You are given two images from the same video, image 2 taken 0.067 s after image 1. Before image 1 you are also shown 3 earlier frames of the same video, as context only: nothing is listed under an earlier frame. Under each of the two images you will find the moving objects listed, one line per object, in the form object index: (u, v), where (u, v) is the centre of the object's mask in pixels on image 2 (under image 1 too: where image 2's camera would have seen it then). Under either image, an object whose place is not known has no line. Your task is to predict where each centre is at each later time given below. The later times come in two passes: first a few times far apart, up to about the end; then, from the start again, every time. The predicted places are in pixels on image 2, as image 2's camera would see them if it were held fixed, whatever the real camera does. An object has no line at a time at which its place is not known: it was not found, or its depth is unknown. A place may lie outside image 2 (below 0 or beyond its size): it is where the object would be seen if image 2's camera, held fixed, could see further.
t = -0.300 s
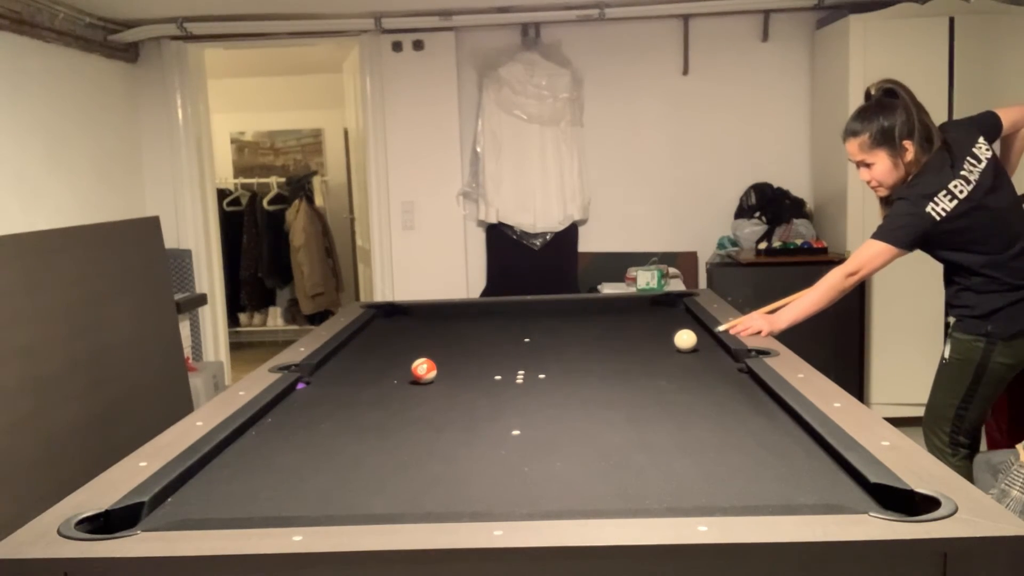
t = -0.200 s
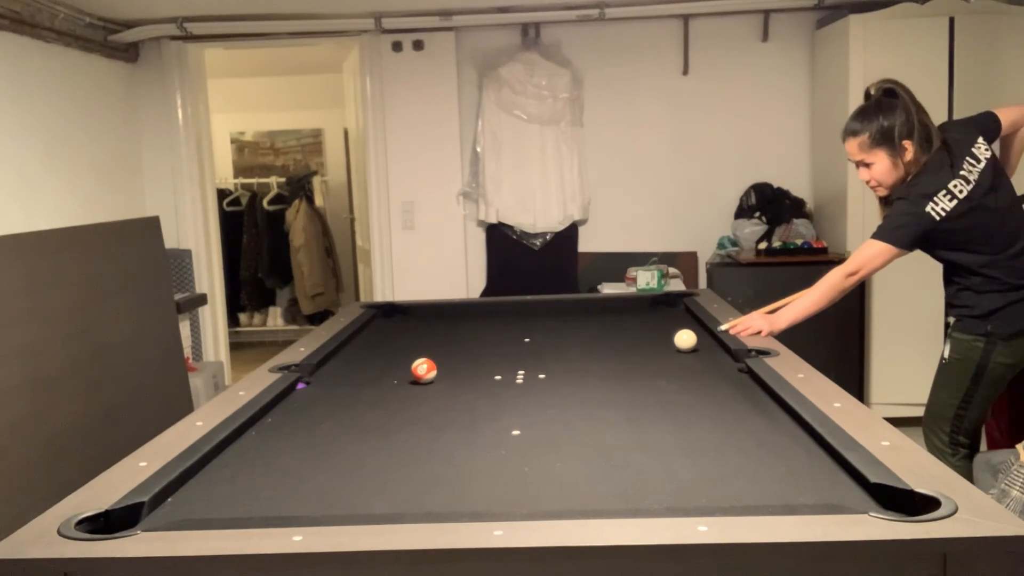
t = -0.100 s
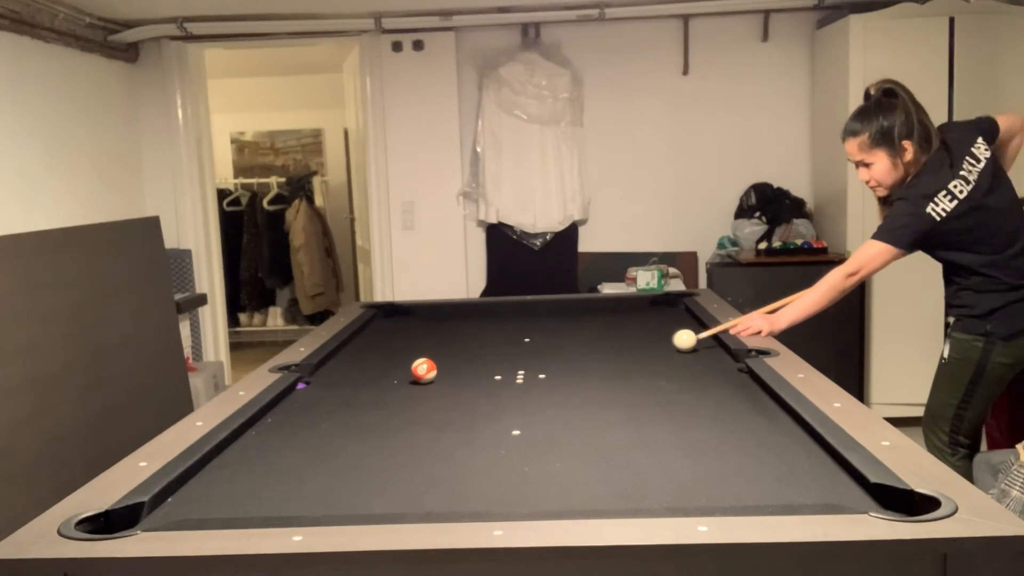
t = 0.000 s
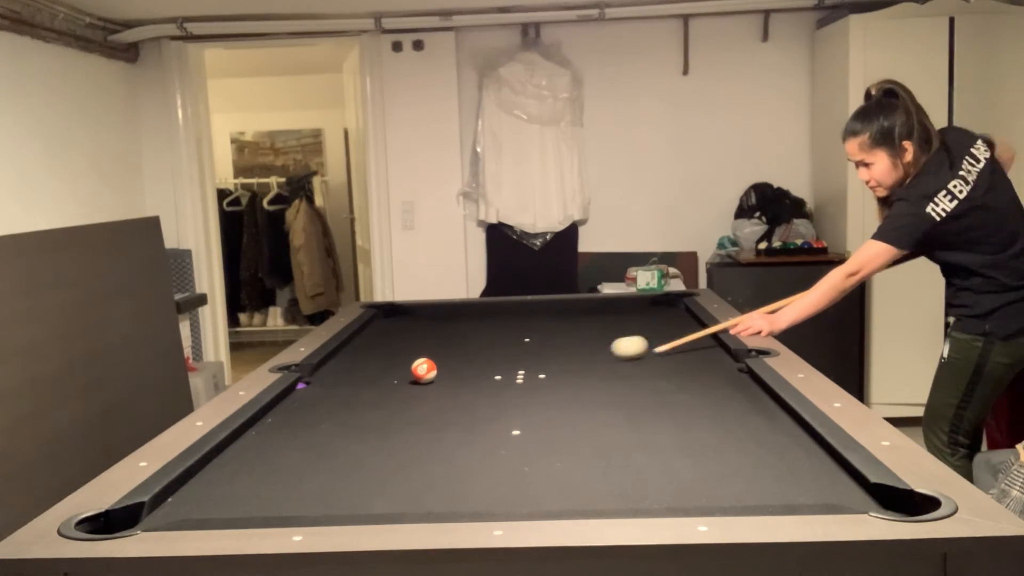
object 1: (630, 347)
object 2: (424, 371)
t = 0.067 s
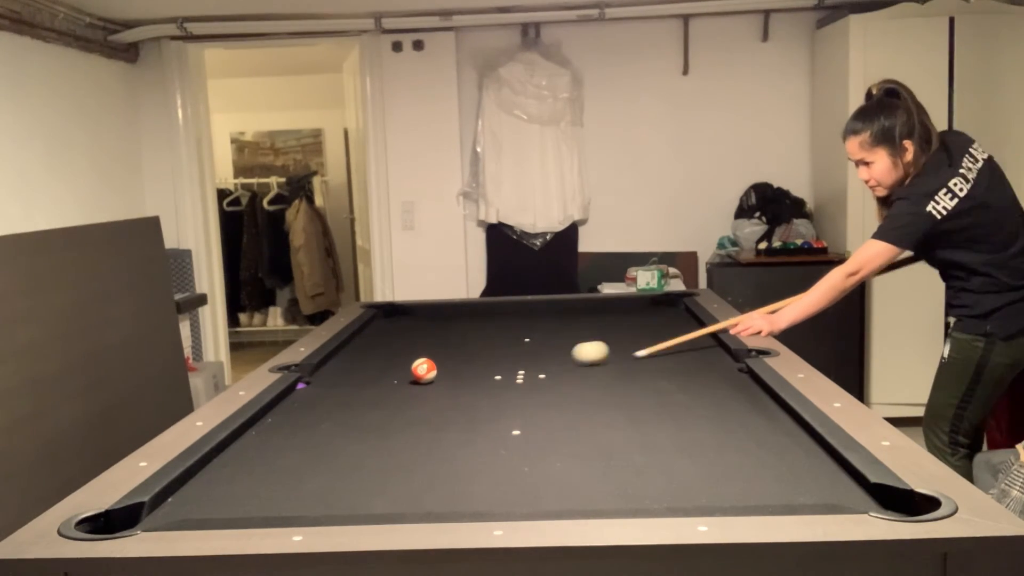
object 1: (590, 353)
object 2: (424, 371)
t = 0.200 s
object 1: (519, 362)
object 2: (424, 370)
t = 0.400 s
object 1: (428, 377)
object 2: (408, 368)
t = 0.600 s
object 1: (356, 396)
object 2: (377, 367)
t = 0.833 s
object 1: (264, 421)
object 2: (342, 364)
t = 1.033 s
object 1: (284, 438)
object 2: (338, 362)
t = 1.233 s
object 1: (301, 457)
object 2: (355, 360)
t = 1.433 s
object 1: (323, 478)
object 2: (371, 358)
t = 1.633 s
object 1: (348, 498)
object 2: (386, 357)
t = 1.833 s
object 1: (396, 497)
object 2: (401, 355)
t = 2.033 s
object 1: (447, 485)
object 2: (414, 354)
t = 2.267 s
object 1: (501, 469)
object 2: (430, 354)
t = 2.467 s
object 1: (542, 457)
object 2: (442, 353)
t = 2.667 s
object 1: (579, 446)
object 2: (454, 353)
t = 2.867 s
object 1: (614, 436)
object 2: (465, 353)
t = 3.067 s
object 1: (646, 426)
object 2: (475, 353)
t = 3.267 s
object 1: (675, 418)
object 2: (485, 353)
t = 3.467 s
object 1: (702, 410)
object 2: (494, 353)
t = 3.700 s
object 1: (731, 402)
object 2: (503, 354)
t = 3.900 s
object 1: (753, 395)
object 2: (511, 354)
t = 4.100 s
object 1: (748, 391)
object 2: (518, 355)
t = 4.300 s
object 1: (732, 388)
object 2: (525, 356)
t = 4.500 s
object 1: (718, 385)
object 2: (530, 356)
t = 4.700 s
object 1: (705, 382)
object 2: (536, 357)
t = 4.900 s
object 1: (693, 380)
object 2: (540, 358)
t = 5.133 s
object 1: (682, 378)
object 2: (545, 359)
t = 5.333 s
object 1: (673, 376)
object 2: (548, 359)
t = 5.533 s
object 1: (665, 375)
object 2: (551, 360)
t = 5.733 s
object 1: (658, 373)
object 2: (553, 360)
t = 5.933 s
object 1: (653, 373)
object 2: (554, 360)
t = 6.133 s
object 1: (648, 372)
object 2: (555, 361)
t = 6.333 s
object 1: (644, 372)
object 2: (556, 361)
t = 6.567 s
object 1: (642, 372)
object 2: (556, 361)
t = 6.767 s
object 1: (641, 372)
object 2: (556, 361)
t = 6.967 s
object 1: (641, 371)
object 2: (556, 361)
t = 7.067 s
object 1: (641, 372)
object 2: (556, 361)
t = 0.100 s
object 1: (572, 355)
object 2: (424, 370)
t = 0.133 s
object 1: (553, 358)
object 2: (424, 370)
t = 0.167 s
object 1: (536, 360)
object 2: (424, 370)
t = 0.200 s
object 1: (519, 362)
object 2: (424, 370)
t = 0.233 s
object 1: (502, 364)
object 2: (424, 370)
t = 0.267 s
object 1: (485, 367)
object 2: (424, 370)
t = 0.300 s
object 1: (467, 369)
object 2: (424, 370)
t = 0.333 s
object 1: (451, 371)
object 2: (423, 370)
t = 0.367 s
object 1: (440, 374)
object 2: (416, 369)
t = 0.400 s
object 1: (428, 377)
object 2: (408, 368)
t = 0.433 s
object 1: (418, 380)
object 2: (402, 366)
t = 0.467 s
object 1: (405, 383)
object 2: (397, 365)
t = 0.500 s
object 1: (393, 386)
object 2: (393, 365)
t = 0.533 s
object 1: (381, 389)
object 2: (387, 366)
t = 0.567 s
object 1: (369, 392)
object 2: (382, 366)
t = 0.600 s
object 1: (356, 396)
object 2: (377, 367)
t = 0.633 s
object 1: (343, 399)
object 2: (372, 366)
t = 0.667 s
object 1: (329, 403)
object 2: (366, 366)
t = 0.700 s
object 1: (315, 406)
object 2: (361, 366)
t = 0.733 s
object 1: (301, 410)
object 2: (356, 365)
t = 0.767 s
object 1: (286, 414)
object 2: (351, 365)
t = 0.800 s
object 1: (271, 418)
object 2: (346, 365)
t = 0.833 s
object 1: (264, 421)
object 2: (342, 364)
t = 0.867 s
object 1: (269, 424)
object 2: (337, 364)
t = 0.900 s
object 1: (273, 426)
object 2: (332, 364)
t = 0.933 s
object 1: (275, 429)
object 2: (328, 363)
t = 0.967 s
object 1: (278, 432)
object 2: (332, 363)
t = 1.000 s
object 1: (281, 435)
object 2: (335, 363)
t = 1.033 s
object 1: (284, 438)
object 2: (338, 362)
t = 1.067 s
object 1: (286, 441)
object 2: (341, 362)
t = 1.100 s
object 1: (289, 444)
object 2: (344, 361)
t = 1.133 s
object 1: (292, 447)
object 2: (347, 361)
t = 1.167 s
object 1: (295, 450)
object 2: (349, 361)
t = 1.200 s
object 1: (298, 454)
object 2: (352, 360)
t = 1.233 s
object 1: (301, 457)
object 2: (355, 360)
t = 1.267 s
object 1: (305, 460)
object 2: (358, 360)
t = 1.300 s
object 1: (308, 464)
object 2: (360, 359)
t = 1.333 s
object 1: (312, 467)
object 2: (363, 359)
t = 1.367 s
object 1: (315, 471)
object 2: (366, 359)
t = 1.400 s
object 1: (319, 475)
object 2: (369, 358)
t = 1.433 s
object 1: (323, 478)
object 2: (371, 358)
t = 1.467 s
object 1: (327, 482)
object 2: (374, 358)
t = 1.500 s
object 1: (331, 486)
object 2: (376, 358)
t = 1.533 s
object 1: (335, 490)
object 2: (379, 357)
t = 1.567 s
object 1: (340, 494)
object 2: (381, 357)
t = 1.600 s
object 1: (344, 496)
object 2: (384, 357)
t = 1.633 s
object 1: (348, 498)
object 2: (386, 357)
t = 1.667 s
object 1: (354, 500)
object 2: (389, 356)
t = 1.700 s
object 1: (360, 503)
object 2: (391, 356)
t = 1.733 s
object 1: (370, 501)
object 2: (394, 356)
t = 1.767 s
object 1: (379, 499)
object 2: (396, 356)
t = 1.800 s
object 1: (388, 497)
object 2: (398, 356)
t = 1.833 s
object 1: (396, 497)
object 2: (401, 355)
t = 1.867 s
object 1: (406, 495)
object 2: (403, 355)
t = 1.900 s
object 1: (414, 493)
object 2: (405, 355)
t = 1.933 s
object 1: (422, 492)
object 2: (408, 355)
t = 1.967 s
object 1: (431, 490)
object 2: (410, 355)
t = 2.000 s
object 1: (439, 487)
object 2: (412, 355)
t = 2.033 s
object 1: (447, 485)
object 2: (414, 354)
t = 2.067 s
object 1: (455, 483)
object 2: (417, 354)
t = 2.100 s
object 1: (463, 480)
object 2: (419, 354)
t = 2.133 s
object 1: (471, 478)
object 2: (421, 354)
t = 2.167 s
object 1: (478, 476)
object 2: (423, 354)
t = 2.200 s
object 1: (486, 473)
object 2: (425, 354)
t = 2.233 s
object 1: (493, 471)
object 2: (427, 354)
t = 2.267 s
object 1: (501, 469)
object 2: (430, 354)
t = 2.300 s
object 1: (508, 467)
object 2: (432, 354)
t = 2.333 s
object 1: (515, 465)
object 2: (434, 354)
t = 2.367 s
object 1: (522, 463)
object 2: (436, 353)
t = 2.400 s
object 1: (528, 461)
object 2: (438, 353)
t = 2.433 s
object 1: (535, 459)
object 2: (440, 353)
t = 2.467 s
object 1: (542, 457)
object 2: (442, 353)
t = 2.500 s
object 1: (548, 455)
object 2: (444, 353)
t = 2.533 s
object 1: (555, 453)
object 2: (446, 353)
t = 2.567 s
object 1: (561, 451)
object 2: (448, 353)
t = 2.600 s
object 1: (567, 449)
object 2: (450, 353)
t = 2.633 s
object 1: (574, 448)
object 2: (452, 353)
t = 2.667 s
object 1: (579, 446)
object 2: (454, 353)
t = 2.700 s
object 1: (585, 444)
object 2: (456, 353)
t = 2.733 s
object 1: (591, 443)
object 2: (457, 353)
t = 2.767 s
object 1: (597, 441)
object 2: (459, 353)
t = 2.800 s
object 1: (603, 439)
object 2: (461, 353)
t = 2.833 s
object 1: (609, 438)
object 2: (463, 353)
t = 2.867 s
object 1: (614, 436)
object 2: (465, 353)
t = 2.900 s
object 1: (620, 434)
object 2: (466, 353)
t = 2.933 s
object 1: (625, 433)
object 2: (468, 353)
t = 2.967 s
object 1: (630, 431)
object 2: (470, 353)
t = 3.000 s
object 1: (636, 429)
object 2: (471, 353)
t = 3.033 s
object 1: (641, 428)
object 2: (473, 353)
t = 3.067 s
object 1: (646, 426)
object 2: (475, 353)
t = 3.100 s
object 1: (651, 425)
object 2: (476, 353)
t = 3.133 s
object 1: (656, 423)
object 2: (478, 353)
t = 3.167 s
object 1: (661, 422)
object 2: (480, 353)
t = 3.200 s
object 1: (666, 421)
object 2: (481, 353)
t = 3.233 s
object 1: (670, 419)
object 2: (483, 353)
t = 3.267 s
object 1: (675, 418)
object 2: (485, 353)
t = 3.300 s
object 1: (680, 417)
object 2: (486, 353)
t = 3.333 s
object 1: (684, 415)
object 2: (488, 353)
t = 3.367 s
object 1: (689, 414)
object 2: (489, 353)
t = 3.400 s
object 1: (693, 413)
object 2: (491, 353)
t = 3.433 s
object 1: (698, 411)
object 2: (492, 353)
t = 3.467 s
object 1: (702, 410)
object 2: (494, 353)
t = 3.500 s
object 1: (706, 409)
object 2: (495, 353)
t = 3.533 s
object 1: (710, 407)
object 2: (496, 353)
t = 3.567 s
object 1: (715, 406)
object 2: (498, 353)
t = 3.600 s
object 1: (719, 405)
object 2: (499, 353)
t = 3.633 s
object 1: (723, 404)
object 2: (501, 354)
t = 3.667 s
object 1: (727, 403)
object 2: (502, 354)
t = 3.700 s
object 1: (731, 402)
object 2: (503, 354)
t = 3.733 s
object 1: (735, 400)
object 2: (505, 354)
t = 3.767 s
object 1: (738, 400)
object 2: (506, 354)
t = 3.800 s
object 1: (742, 398)
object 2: (507, 354)
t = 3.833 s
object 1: (746, 397)
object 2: (509, 354)
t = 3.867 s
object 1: (750, 396)
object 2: (510, 354)
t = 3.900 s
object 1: (753, 395)
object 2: (511, 354)
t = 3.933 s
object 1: (757, 394)
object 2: (512, 354)
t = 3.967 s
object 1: (759, 393)
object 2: (514, 355)
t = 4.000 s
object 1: (757, 393)
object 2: (515, 355)
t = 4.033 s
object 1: (754, 392)
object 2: (516, 355)
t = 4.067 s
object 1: (751, 392)
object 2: (517, 355)
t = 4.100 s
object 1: (748, 391)
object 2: (518, 355)
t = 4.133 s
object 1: (745, 390)
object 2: (519, 355)
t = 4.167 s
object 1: (742, 390)
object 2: (520, 355)
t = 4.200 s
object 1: (740, 389)
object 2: (522, 355)
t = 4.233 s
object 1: (737, 389)
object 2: (523, 355)
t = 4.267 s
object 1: (735, 388)
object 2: (524, 356)
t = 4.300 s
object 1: (732, 388)
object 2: (525, 356)
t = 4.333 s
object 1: (730, 387)
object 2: (526, 356)
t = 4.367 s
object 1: (727, 386)
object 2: (527, 356)
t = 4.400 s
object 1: (725, 386)
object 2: (528, 356)
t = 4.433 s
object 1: (722, 386)
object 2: (529, 356)
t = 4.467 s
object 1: (720, 385)
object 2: (529, 356)
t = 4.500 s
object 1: (718, 385)
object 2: (530, 356)
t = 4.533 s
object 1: (715, 384)
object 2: (531, 357)
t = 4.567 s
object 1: (713, 384)
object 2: (532, 357)
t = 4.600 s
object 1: (711, 383)
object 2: (533, 357)
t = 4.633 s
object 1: (709, 383)
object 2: (534, 357)
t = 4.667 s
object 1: (707, 383)
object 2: (535, 357)
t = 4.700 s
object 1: (705, 382)
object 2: (536, 357)
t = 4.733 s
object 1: (703, 382)
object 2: (536, 357)
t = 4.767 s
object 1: (701, 381)
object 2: (537, 357)
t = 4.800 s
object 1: (699, 381)
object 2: (538, 358)
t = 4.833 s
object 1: (697, 380)
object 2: (539, 358)
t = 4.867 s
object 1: (695, 380)
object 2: (540, 358)
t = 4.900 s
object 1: (693, 380)
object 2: (540, 358)
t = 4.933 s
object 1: (691, 380)
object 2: (541, 358)
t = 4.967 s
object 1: (690, 379)
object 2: (541, 358)
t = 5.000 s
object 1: (688, 379)
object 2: (542, 358)
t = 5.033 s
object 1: (686, 378)
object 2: (543, 358)
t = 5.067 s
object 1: (685, 378)
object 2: (544, 358)
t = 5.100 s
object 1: (683, 378)
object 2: (544, 359)
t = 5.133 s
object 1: (682, 378)
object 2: (545, 359)
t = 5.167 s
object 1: (680, 377)
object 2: (545, 359)
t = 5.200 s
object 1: (679, 377)
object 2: (546, 359)
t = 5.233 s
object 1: (677, 377)
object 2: (547, 359)
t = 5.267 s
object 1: (675, 377)
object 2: (547, 359)
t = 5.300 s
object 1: (674, 376)
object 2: (548, 359)
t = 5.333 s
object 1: (673, 376)
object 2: (548, 359)
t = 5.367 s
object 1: (671, 376)
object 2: (549, 359)
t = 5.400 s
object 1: (670, 376)
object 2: (549, 359)
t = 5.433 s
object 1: (669, 376)
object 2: (550, 359)
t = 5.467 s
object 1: (668, 375)
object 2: (550, 360)
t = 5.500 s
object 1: (666, 375)
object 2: (551, 360)
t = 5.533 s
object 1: (665, 375)
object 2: (551, 360)
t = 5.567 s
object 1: (664, 374)
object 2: (551, 360)
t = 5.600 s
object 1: (663, 375)
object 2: (552, 360)
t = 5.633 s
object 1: (662, 374)
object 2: (552, 360)
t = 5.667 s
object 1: (661, 374)
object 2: (552, 360)
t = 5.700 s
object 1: (659, 374)
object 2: (553, 360)
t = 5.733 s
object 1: (658, 373)
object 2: (553, 360)
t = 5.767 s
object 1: (657, 373)
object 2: (553, 360)
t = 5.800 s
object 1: (656, 373)
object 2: (554, 360)
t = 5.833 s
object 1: (655, 373)
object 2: (554, 360)
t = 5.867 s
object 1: (654, 373)
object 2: (554, 360)
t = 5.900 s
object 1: (653, 373)
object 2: (554, 360)
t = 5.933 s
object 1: (653, 373)
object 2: (554, 360)
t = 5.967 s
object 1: (652, 372)
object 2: (555, 361)
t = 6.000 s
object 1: (651, 372)
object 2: (555, 361)
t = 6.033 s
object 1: (650, 372)
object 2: (555, 361)
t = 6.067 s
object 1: (649, 372)
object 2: (555, 361)
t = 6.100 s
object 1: (648, 372)
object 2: (555, 361)
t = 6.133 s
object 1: (648, 372)
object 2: (555, 361)
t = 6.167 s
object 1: (647, 372)
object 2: (555, 361)
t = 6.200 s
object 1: (646, 372)
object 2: (555, 361)
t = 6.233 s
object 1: (646, 372)
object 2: (555, 361)
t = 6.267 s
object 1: (645, 372)
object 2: (555, 361)
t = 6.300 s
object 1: (645, 372)
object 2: (555, 361)
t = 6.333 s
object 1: (644, 372)
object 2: (556, 361)
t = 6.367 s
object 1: (644, 372)
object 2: (556, 361)
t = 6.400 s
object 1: (643, 372)
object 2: (556, 361)
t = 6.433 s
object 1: (643, 372)
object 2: (556, 361)
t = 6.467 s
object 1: (643, 372)
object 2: (556, 361)
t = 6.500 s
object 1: (642, 372)
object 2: (556, 361)
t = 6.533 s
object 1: (642, 372)
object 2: (556, 361)
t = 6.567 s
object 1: (642, 372)
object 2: (556, 361)
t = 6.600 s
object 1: (641, 372)
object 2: (556, 361)
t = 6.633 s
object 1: (641, 372)
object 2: (556, 361)
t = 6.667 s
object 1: (641, 372)
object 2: (556, 361)
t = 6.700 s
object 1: (641, 372)
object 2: (556, 361)
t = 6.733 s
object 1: (641, 372)
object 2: (556, 361)
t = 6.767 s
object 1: (641, 372)
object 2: (556, 361)
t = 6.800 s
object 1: (641, 372)
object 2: (556, 361)
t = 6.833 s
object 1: (641, 372)
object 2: (556, 361)
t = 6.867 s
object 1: (641, 372)
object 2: (556, 361)
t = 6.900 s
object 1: (641, 372)
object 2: (556, 361)
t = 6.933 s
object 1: (641, 372)
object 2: (556, 361)
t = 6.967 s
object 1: (641, 371)
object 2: (556, 361)
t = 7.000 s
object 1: (641, 372)
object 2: (556, 361)
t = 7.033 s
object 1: (641, 372)
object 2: (556, 361)
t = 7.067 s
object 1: (641, 372)
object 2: (556, 361)
